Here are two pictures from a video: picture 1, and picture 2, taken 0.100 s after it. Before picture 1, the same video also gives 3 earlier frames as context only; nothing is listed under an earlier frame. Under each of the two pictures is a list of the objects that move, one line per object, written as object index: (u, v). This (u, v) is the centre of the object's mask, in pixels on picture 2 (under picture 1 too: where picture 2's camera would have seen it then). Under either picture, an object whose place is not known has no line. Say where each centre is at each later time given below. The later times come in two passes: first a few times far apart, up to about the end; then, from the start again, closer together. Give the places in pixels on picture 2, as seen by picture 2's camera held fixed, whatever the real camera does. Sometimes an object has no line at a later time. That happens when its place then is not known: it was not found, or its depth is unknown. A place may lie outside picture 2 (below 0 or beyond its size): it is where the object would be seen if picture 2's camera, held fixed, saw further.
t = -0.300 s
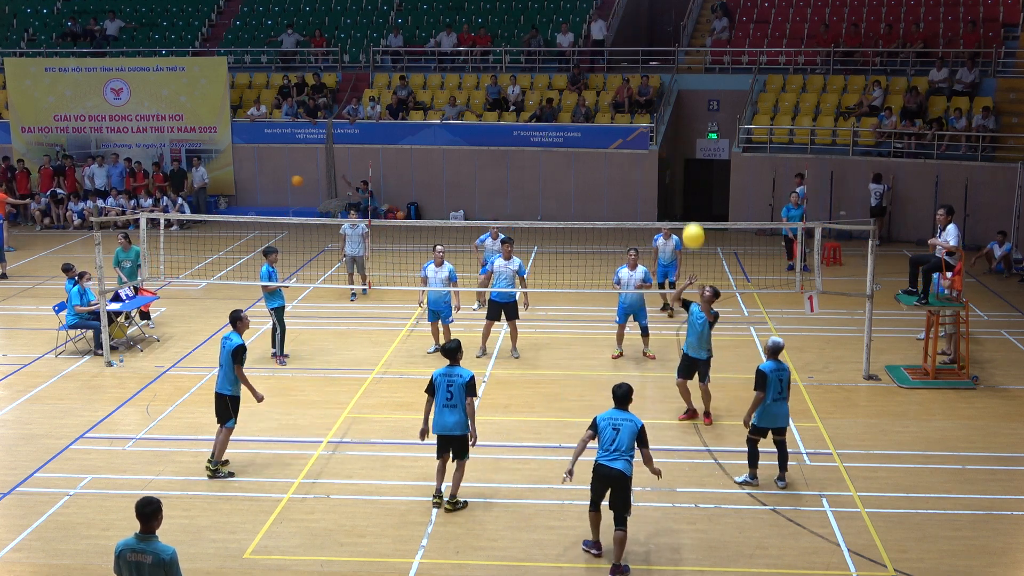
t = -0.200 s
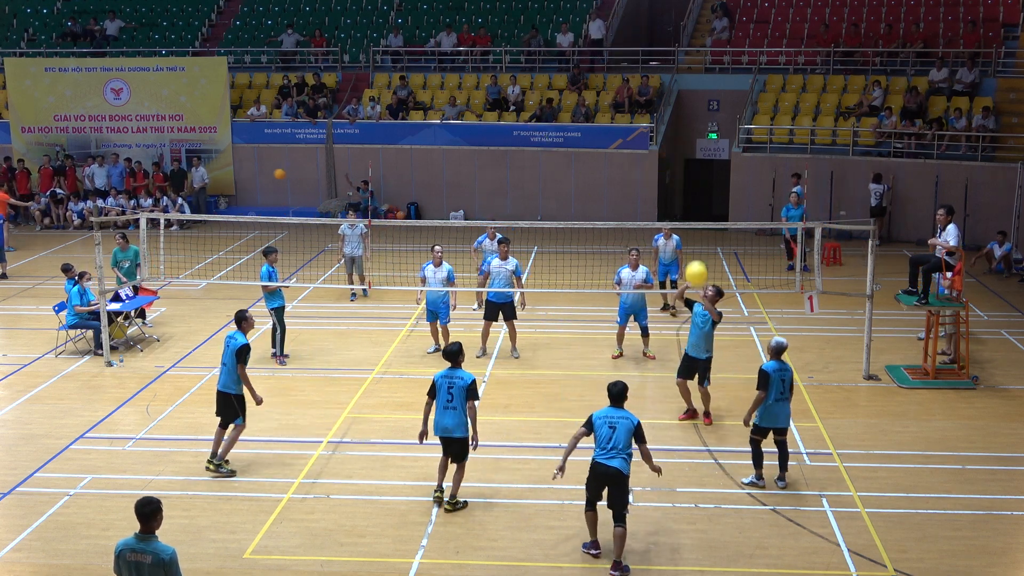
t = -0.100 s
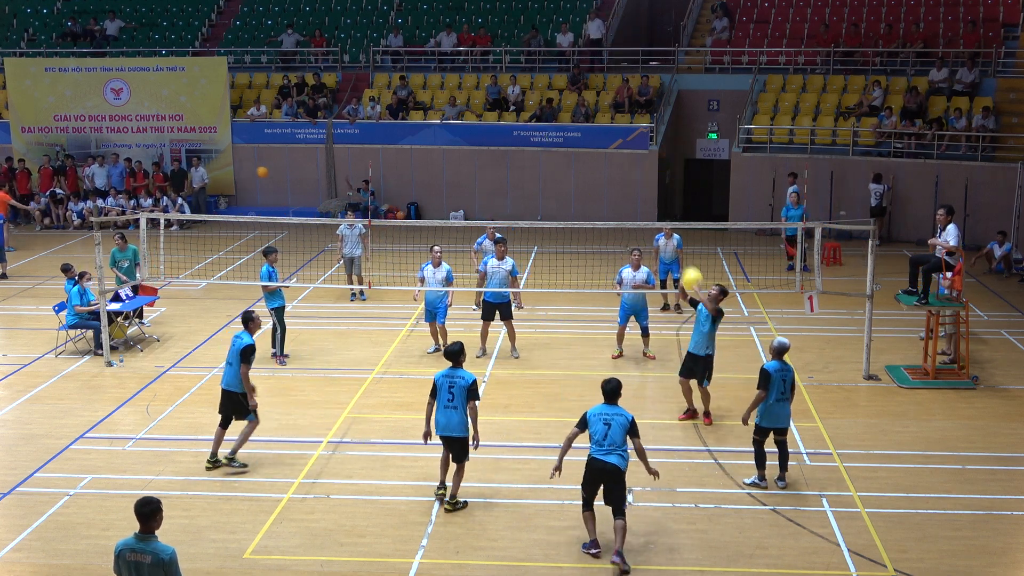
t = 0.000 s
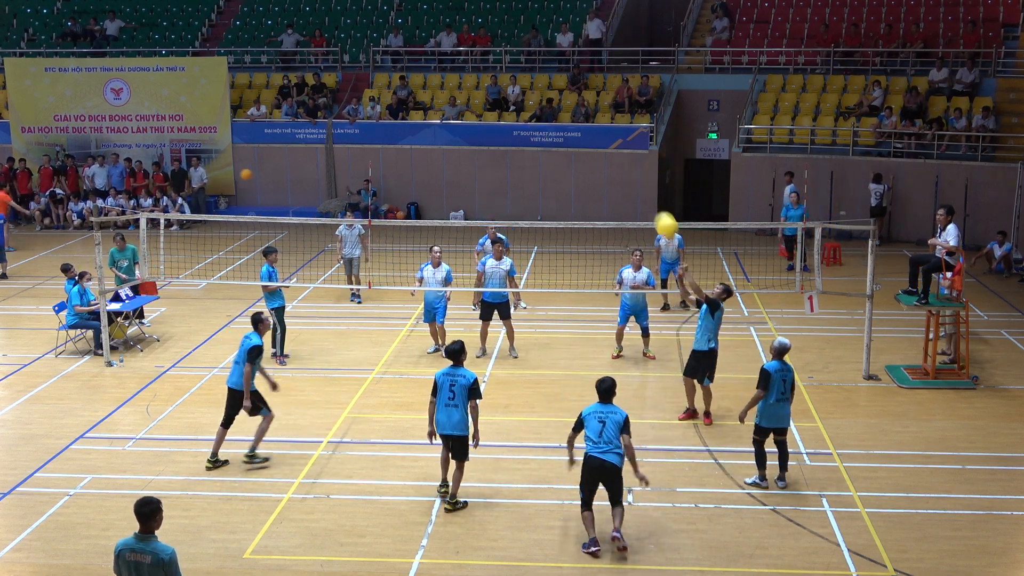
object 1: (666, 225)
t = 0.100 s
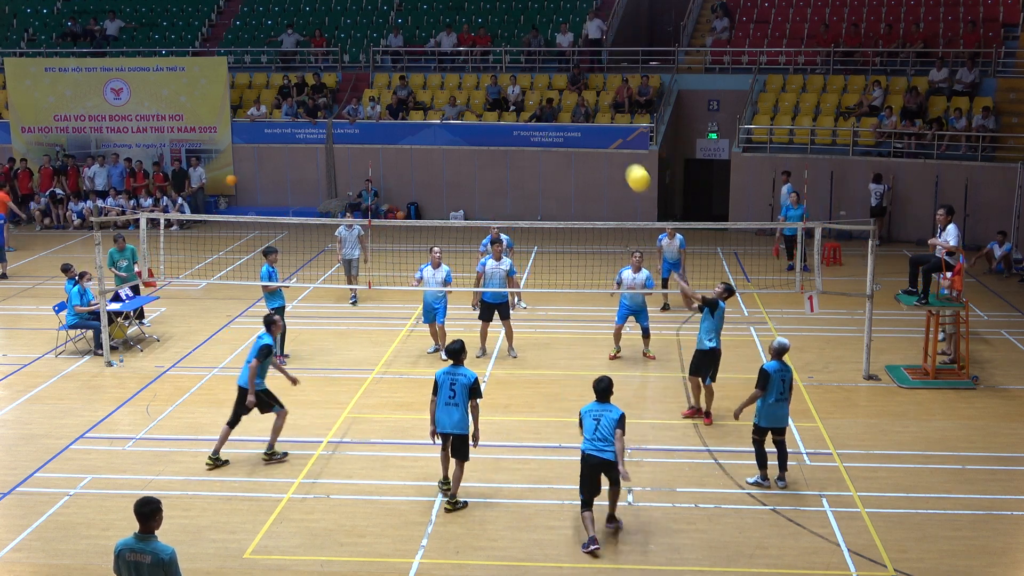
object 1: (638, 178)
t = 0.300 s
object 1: (582, 111)
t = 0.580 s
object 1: (507, 74)
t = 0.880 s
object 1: (432, 104)
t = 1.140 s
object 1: (377, 185)
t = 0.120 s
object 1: (632, 170)
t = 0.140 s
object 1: (626, 161)
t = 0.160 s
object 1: (621, 154)
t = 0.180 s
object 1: (615, 147)
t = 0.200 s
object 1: (610, 140)
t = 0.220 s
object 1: (604, 133)
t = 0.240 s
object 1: (598, 127)
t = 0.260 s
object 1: (593, 122)
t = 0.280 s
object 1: (587, 116)
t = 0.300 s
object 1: (582, 111)
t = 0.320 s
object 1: (576, 107)
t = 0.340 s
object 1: (571, 102)
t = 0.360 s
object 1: (566, 98)
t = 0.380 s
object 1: (560, 94)
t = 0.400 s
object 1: (554, 91)
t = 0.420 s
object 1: (549, 88)
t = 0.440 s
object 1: (543, 85)
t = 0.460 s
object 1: (539, 82)
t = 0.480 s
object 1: (533, 80)
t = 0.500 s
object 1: (528, 78)
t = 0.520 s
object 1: (523, 77)
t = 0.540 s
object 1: (518, 76)
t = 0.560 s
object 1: (512, 74)
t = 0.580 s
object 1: (507, 74)
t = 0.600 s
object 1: (502, 74)
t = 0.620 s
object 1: (496, 74)
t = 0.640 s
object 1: (491, 74)
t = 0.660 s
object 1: (486, 75)
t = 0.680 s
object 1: (481, 76)
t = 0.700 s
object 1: (476, 77)
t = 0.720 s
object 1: (471, 79)
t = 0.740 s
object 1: (466, 81)
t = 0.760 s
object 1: (461, 83)
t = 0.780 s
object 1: (456, 86)
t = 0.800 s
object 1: (451, 89)
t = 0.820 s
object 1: (447, 92)
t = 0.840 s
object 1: (442, 96)
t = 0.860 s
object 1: (437, 100)
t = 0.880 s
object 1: (432, 104)
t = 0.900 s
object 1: (428, 108)
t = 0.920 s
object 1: (423, 114)
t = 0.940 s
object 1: (418, 119)
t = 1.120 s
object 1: (381, 178)
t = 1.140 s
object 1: (377, 185)
